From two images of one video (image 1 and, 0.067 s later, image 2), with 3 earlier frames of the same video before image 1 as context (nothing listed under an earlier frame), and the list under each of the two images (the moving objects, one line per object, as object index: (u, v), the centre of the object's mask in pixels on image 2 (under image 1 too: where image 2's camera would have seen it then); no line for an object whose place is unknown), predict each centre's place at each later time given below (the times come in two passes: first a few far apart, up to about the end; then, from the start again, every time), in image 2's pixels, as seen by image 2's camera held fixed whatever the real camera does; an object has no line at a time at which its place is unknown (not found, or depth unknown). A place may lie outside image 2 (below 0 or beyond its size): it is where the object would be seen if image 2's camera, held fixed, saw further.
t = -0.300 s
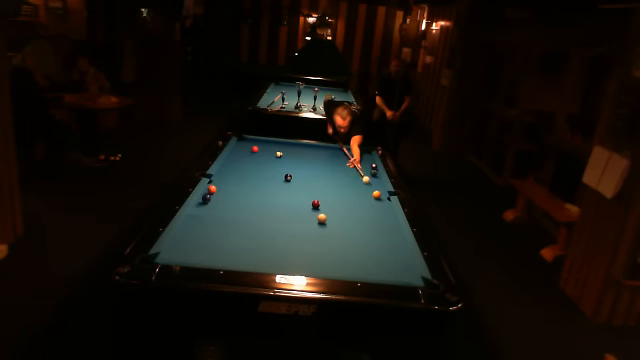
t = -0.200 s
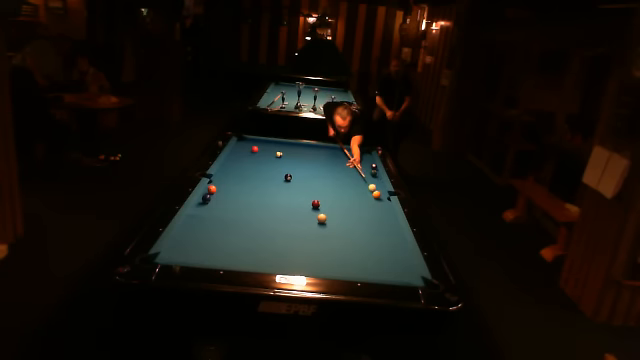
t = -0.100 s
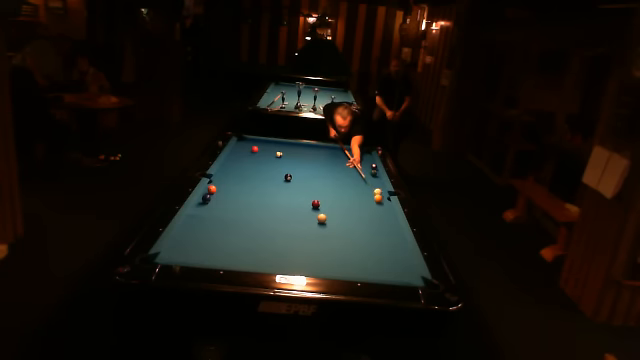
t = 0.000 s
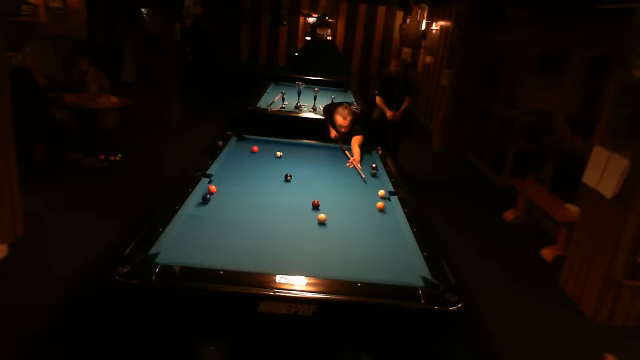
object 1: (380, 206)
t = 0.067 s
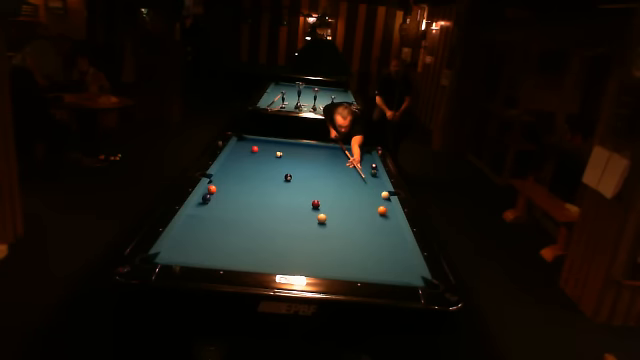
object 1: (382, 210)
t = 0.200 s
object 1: (385, 219)
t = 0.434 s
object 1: (391, 236)
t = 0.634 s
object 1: (397, 253)
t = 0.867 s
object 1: (406, 276)
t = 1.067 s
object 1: (412, 274)
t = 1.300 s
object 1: (402, 269)
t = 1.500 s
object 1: (394, 264)
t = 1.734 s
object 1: (386, 259)
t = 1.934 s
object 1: (379, 256)
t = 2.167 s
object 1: (372, 252)
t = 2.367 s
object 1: (367, 250)
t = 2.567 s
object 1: (362, 247)
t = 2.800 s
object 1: (357, 245)
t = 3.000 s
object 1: (354, 243)
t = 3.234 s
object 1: (350, 241)
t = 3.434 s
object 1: (347, 240)
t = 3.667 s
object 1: (345, 239)
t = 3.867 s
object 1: (343, 238)
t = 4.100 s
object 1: (342, 237)
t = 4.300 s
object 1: (341, 237)
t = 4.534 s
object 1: (341, 237)
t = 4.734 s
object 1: (341, 237)
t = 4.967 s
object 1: (341, 237)
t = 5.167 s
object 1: (341, 237)
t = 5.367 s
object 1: (341, 237)
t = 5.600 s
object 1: (341, 237)
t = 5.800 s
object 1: (341, 237)
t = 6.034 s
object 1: (341, 237)
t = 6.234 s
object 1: (341, 237)
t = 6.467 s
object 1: (341, 237)
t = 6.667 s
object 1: (341, 237)
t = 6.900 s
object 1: (341, 237)
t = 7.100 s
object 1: (341, 237)
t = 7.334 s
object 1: (341, 237)
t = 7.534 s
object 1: (341, 237)
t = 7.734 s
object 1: (341, 237)
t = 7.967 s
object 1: (341, 237)
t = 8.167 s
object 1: (341, 237)
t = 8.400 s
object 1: (341, 237)
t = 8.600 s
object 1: (341, 237)
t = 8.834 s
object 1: (341, 237)
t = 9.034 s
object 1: (341, 237)
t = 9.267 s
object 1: (341, 237)
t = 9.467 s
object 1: (341, 237)
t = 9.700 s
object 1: (341, 237)
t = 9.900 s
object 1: (341, 237)
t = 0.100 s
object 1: (383, 212)
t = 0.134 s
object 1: (383, 214)
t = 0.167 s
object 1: (384, 217)
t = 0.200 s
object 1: (385, 219)
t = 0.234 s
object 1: (386, 221)
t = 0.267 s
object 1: (387, 223)
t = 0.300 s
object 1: (388, 226)
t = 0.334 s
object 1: (389, 229)
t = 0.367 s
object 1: (389, 231)
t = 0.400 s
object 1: (390, 234)
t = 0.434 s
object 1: (391, 236)
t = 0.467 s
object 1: (392, 239)
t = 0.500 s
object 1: (393, 242)
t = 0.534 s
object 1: (394, 245)
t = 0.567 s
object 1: (395, 248)
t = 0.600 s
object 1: (396, 251)
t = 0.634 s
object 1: (397, 253)
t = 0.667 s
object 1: (398, 257)
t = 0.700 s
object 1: (399, 260)
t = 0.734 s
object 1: (401, 263)
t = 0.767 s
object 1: (402, 266)
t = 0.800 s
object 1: (403, 270)
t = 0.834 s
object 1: (405, 273)
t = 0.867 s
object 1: (406, 276)
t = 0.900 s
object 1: (407, 278)
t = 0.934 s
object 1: (409, 277)
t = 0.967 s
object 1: (411, 276)
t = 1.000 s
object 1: (413, 276)
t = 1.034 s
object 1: (414, 275)
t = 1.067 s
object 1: (412, 274)
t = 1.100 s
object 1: (411, 273)
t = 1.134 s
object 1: (410, 273)
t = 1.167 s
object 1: (408, 272)
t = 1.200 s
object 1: (406, 271)
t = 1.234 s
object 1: (405, 270)
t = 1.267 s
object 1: (404, 270)
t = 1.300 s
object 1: (402, 269)
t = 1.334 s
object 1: (401, 268)
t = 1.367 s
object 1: (399, 268)
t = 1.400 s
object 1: (398, 266)
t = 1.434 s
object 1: (397, 266)
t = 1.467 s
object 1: (395, 265)
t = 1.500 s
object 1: (394, 264)
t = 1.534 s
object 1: (393, 264)
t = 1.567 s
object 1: (391, 263)
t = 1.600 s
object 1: (390, 262)
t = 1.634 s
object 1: (389, 262)
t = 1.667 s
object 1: (388, 261)
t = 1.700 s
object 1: (387, 260)
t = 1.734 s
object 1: (386, 259)
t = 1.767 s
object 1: (384, 259)
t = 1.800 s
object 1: (383, 259)
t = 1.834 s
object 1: (382, 258)
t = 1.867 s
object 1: (381, 257)
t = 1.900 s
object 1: (380, 257)
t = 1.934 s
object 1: (379, 256)
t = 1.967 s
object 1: (378, 256)
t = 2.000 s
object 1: (377, 255)
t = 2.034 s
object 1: (376, 255)
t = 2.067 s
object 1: (375, 254)
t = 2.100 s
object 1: (374, 253)
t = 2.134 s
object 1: (373, 253)
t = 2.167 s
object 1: (372, 252)
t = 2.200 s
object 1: (371, 252)
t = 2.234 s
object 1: (370, 251)
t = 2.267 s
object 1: (369, 251)
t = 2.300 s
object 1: (369, 251)
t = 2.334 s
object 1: (368, 250)
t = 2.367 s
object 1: (367, 250)
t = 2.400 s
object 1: (366, 249)
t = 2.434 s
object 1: (365, 249)
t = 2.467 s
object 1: (365, 248)
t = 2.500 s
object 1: (364, 248)
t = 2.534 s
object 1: (363, 248)
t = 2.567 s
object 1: (362, 247)
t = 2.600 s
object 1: (361, 247)
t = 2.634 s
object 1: (361, 246)
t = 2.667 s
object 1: (360, 246)
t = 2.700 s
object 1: (359, 246)
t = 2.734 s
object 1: (359, 245)
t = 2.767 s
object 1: (358, 245)
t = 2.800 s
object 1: (357, 245)
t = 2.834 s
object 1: (357, 245)
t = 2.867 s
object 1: (356, 244)
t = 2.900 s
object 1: (356, 244)
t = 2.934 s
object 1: (355, 244)
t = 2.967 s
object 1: (354, 243)
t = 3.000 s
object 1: (354, 243)
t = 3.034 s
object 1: (353, 243)
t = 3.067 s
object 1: (353, 242)
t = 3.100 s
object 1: (352, 242)
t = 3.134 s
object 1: (352, 242)
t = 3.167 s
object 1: (351, 242)
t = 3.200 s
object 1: (351, 241)
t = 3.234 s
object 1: (350, 241)
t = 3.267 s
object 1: (350, 241)
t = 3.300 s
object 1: (350, 241)
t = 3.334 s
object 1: (349, 240)
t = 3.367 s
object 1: (348, 240)
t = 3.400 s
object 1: (348, 240)
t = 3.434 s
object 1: (347, 240)
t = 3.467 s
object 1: (347, 240)
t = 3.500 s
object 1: (347, 240)
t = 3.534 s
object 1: (346, 239)
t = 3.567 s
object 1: (346, 239)
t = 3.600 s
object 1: (346, 239)
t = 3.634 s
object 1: (345, 239)
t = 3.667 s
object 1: (345, 239)
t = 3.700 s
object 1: (345, 239)
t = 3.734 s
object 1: (344, 239)
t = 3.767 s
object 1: (344, 238)
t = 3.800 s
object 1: (344, 238)
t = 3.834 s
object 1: (344, 238)
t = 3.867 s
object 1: (343, 238)
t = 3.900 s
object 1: (343, 238)
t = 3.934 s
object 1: (343, 238)
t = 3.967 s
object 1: (343, 238)
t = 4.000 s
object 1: (343, 238)
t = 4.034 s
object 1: (342, 238)
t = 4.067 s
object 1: (342, 237)
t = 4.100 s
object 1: (342, 237)
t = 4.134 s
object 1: (342, 237)
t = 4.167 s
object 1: (342, 237)
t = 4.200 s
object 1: (342, 237)
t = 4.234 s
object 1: (342, 237)
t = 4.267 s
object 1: (342, 237)
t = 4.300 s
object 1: (341, 237)
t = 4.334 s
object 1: (341, 237)
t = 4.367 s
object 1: (341, 237)
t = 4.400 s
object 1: (341, 237)
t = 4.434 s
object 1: (341, 237)
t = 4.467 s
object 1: (341, 237)
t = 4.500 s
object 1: (341, 237)
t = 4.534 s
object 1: (341, 237)
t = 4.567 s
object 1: (341, 237)
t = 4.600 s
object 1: (341, 237)
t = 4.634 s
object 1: (341, 237)
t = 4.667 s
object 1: (341, 237)
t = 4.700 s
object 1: (341, 237)
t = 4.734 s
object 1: (341, 237)
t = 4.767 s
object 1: (341, 237)
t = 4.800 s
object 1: (341, 237)
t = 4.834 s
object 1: (341, 237)
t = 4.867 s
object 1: (341, 237)
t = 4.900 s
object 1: (341, 237)
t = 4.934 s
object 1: (341, 237)
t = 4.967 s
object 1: (341, 237)
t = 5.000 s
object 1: (341, 237)
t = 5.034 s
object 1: (341, 237)
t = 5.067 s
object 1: (341, 237)
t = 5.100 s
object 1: (341, 237)
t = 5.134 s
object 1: (341, 237)
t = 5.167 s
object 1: (341, 237)
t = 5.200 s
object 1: (341, 237)
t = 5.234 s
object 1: (341, 237)
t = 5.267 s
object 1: (341, 237)
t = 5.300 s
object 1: (341, 237)
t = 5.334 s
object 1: (341, 237)
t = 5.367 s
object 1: (341, 237)
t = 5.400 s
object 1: (341, 237)
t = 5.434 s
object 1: (341, 237)
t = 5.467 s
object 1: (341, 237)
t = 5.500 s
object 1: (341, 237)
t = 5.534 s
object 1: (341, 237)
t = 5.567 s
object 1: (341, 237)
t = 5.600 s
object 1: (341, 237)
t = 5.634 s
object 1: (341, 237)
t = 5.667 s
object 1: (341, 237)
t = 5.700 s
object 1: (341, 237)
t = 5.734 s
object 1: (341, 237)
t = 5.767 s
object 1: (341, 237)
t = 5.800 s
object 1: (341, 237)
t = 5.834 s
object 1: (341, 237)
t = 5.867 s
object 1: (341, 237)
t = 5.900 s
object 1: (341, 237)
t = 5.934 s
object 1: (341, 237)
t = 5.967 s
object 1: (341, 237)
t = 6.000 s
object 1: (341, 237)
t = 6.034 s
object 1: (341, 237)
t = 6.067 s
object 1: (341, 237)
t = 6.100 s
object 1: (341, 237)
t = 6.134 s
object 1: (341, 237)
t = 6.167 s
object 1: (341, 237)
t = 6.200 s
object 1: (341, 237)
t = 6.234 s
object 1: (341, 237)
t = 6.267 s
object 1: (341, 237)
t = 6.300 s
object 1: (341, 237)
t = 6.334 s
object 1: (341, 237)
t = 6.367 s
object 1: (341, 237)
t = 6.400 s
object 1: (341, 237)
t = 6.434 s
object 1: (341, 237)
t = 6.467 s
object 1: (341, 237)
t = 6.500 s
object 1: (341, 237)
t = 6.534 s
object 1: (341, 237)
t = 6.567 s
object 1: (341, 237)
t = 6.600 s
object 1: (341, 237)
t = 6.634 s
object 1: (341, 237)
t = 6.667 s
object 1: (341, 237)
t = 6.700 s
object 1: (341, 237)
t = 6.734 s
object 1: (341, 237)
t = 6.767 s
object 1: (341, 237)
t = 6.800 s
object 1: (341, 237)
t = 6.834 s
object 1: (341, 237)
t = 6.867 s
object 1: (341, 237)
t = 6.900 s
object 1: (341, 237)
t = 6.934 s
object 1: (341, 237)
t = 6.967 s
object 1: (341, 237)
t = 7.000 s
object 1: (341, 237)
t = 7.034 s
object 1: (341, 237)
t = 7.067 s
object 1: (341, 237)
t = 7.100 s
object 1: (341, 237)
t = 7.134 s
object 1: (341, 237)
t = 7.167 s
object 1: (341, 237)
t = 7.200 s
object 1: (341, 237)
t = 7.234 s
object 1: (341, 237)
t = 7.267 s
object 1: (341, 237)
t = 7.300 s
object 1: (341, 237)
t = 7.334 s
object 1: (341, 237)
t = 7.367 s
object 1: (341, 237)
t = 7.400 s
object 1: (341, 237)
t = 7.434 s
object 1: (341, 237)
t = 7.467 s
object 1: (341, 237)
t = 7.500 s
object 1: (341, 237)
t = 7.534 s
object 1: (341, 237)
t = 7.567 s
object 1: (341, 237)
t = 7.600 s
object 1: (341, 237)
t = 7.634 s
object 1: (341, 237)
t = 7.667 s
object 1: (341, 237)
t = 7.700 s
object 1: (341, 237)
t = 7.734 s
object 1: (341, 237)
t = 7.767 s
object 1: (341, 237)
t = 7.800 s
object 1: (341, 237)
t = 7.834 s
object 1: (341, 237)
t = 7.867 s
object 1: (341, 237)
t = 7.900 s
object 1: (341, 237)
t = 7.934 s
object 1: (341, 237)
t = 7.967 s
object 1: (341, 237)
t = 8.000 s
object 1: (341, 237)
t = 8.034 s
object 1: (341, 237)
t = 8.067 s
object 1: (341, 237)
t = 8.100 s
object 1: (341, 237)
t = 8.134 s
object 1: (341, 237)
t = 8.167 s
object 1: (341, 237)
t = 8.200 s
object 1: (341, 237)
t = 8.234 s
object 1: (341, 237)
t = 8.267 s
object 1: (341, 237)
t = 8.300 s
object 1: (341, 237)
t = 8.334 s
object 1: (341, 237)
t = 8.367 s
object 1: (341, 237)
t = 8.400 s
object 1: (341, 237)
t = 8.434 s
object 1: (341, 237)
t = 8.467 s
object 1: (341, 237)
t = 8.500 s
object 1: (341, 237)
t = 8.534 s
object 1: (341, 237)
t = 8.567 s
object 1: (341, 237)
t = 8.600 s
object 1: (341, 237)
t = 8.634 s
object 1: (341, 237)
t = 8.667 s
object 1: (341, 237)
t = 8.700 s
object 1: (341, 237)
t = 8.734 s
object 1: (341, 237)
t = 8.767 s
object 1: (341, 237)
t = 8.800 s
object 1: (341, 237)
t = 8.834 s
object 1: (341, 237)
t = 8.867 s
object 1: (341, 237)
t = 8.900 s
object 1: (341, 237)
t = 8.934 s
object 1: (341, 237)
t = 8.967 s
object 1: (341, 237)
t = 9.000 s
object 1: (341, 237)
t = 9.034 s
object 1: (341, 237)
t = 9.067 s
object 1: (341, 237)
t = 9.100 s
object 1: (341, 237)
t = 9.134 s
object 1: (341, 237)
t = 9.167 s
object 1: (341, 237)
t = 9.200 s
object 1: (341, 237)
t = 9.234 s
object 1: (341, 237)
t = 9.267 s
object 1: (341, 237)
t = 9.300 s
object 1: (341, 237)
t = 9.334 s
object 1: (341, 237)
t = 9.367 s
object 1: (341, 237)
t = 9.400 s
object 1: (341, 237)
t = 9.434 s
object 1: (341, 237)
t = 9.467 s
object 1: (341, 237)
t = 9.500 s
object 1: (341, 237)
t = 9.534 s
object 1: (341, 237)
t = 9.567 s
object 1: (341, 237)
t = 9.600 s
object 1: (341, 237)
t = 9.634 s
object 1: (341, 237)
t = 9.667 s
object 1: (341, 237)
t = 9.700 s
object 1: (341, 237)
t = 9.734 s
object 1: (341, 237)
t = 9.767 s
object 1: (341, 237)
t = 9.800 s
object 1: (341, 237)
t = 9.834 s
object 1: (341, 237)
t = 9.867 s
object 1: (341, 237)
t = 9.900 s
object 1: (341, 237)
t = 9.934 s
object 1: (341, 237)
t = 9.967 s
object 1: (341, 237)
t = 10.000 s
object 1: (341, 237)
